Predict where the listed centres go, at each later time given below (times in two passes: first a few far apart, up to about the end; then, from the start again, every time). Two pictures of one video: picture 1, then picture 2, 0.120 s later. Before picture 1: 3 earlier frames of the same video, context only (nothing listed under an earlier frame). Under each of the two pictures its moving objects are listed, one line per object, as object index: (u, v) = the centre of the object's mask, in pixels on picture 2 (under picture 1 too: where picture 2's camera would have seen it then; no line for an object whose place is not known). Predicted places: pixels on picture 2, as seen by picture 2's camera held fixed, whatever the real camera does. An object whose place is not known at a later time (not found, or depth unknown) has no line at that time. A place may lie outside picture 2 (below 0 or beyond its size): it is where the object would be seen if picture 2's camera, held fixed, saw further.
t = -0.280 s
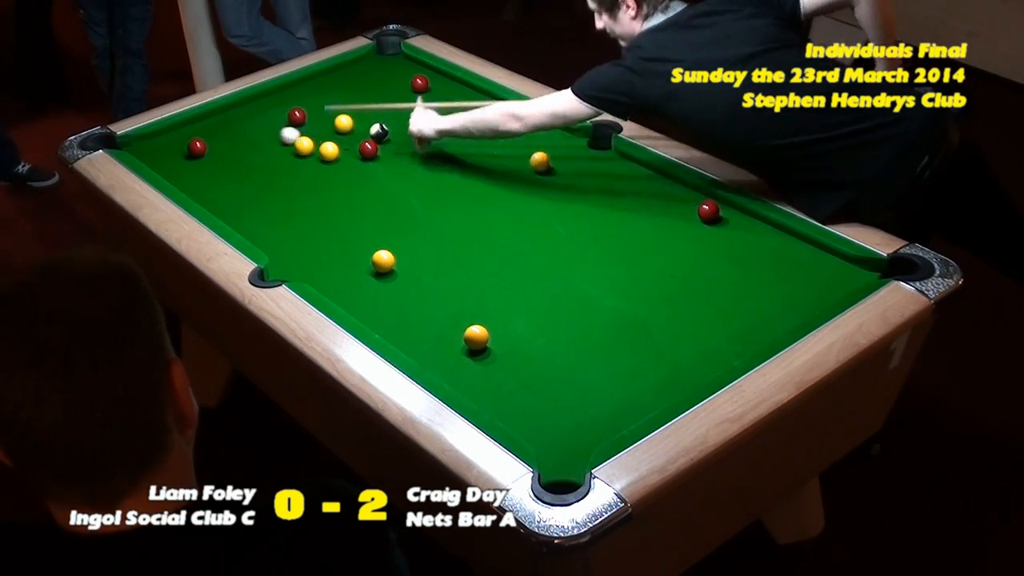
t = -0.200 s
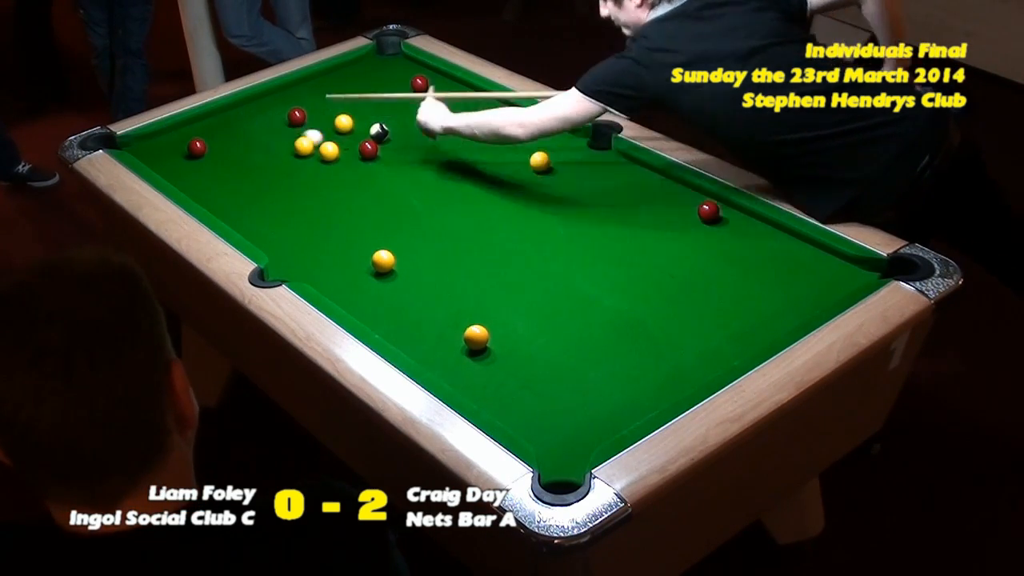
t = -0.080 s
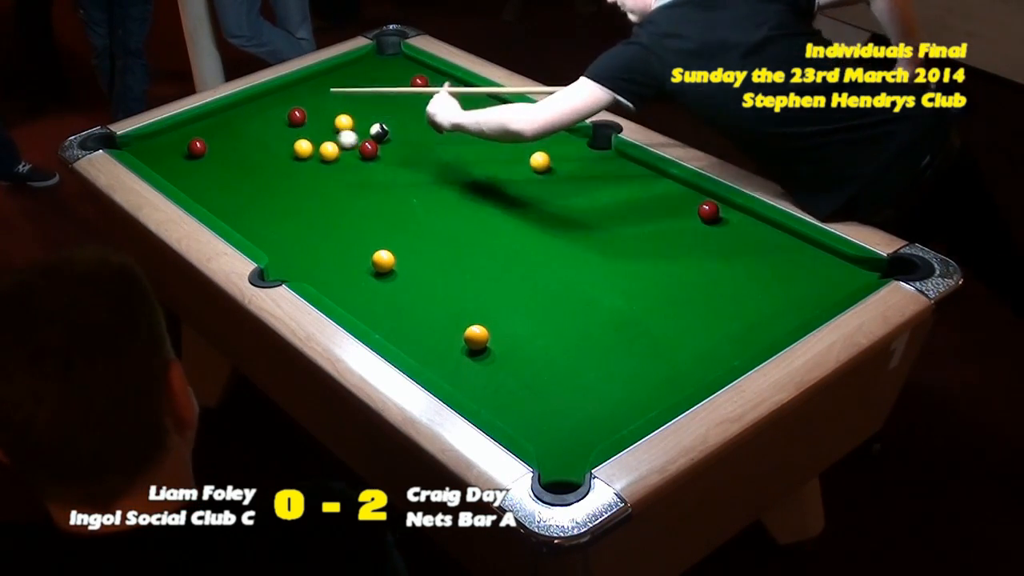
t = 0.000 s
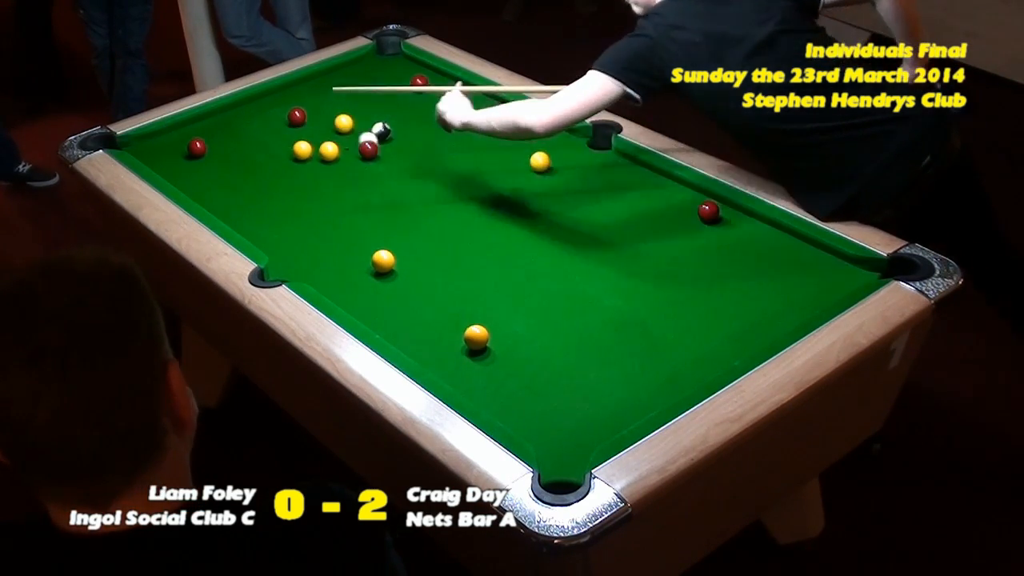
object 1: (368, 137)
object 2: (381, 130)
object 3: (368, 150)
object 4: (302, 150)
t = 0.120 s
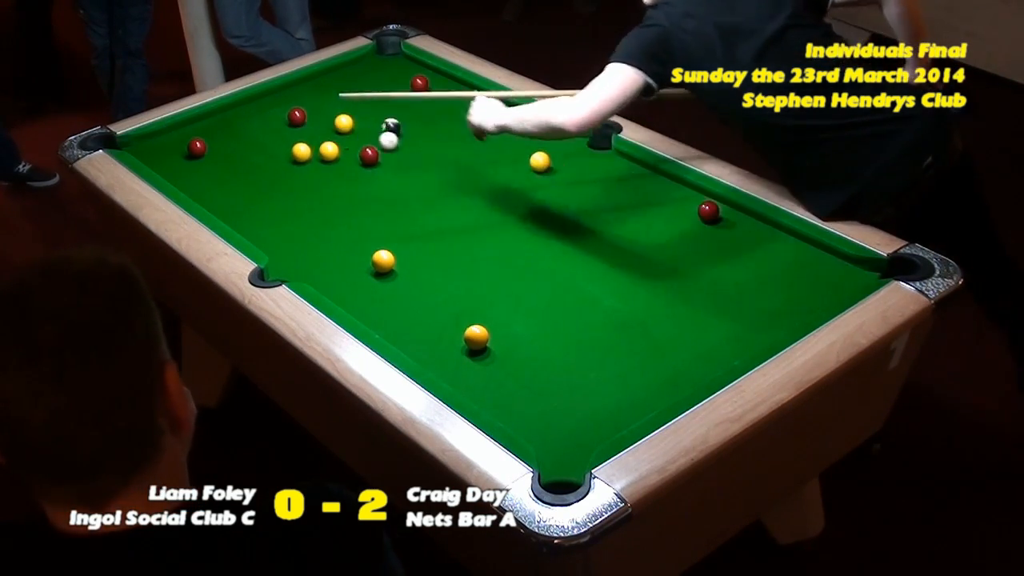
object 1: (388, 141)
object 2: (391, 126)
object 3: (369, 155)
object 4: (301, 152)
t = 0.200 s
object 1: (402, 140)
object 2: (397, 124)
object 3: (369, 159)
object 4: (301, 153)
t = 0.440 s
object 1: (440, 139)
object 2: (414, 118)
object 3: (371, 169)
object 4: (299, 156)
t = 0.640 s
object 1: (471, 138)
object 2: (426, 113)
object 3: (372, 178)
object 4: (297, 158)
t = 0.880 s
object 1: (506, 137)
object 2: (440, 108)
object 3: (374, 187)
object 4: (296, 160)
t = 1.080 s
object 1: (534, 136)
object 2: (450, 104)
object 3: (375, 195)
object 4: (296, 160)
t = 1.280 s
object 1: (560, 135)
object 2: (460, 100)
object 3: (376, 201)
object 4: (296, 160)
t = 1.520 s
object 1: (589, 135)
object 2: (469, 97)
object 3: (378, 209)
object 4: (296, 160)
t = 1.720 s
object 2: (475, 94)
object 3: (379, 214)
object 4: (296, 160)
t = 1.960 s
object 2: (477, 93)
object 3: (380, 219)
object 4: (296, 160)
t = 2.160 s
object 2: (475, 94)
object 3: (381, 223)
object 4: (296, 160)
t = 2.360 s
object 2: (473, 95)
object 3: (382, 226)
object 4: (296, 160)
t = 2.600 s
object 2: (472, 95)
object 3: (384, 227)
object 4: (296, 160)
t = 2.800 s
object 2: (473, 95)
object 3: (384, 229)
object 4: (296, 160)
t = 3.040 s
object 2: (473, 95)
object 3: (384, 229)
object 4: (296, 160)
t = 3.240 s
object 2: (473, 95)
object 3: (383, 228)
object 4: (296, 160)
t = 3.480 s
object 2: (473, 95)
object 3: (383, 228)
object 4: (296, 160)
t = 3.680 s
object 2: (473, 95)
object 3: (383, 228)
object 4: (296, 160)
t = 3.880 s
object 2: (473, 95)
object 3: (384, 228)
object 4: (296, 160)
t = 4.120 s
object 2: (473, 95)
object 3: (383, 228)
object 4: (296, 160)
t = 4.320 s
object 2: (473, 95)
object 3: (383, 228)
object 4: (296, 160)
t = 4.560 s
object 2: (473, 95)
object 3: (383, 229)
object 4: (296, 160)
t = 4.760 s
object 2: (473, 95)
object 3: (383, 228)
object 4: (296, 160)
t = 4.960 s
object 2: (473, 95)
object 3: (383, 228)
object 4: (296, 160)
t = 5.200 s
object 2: (473, 95)
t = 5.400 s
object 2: (473, 95)
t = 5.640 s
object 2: (473, 95)
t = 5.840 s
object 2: (473, 95)
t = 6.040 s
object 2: (473, 95)
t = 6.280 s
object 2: (473, 95)
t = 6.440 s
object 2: (473, 95)
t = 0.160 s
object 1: (395, 140)
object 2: (394, 125)
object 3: (369, 157)
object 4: (301, 153)
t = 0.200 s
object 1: (402, 140)
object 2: (397, 124)
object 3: (369, 159)
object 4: (301, 153)
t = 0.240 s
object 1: (408, 140)
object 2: (399, 124)
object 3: (370, 161)
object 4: (300, 154)
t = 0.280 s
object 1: (415, 140)
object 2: (402, 123)
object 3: (370, 163)
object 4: (300, 154)
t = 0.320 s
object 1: (421, 139)
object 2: (405, 121)
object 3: (370, 165)
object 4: (300, 155)
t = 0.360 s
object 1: (428, 139)
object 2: (408, 120)
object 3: (370, 166)
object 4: (299, 155)
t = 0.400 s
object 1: (434, 139)
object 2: (411, 119)
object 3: (370, 168)
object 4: (299, 156)
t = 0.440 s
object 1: (440, 139)
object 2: (414, 118)
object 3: (371, 169)
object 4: (299, 156)
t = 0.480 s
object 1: (447, 139)
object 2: (417, 117)
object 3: (371, 171)
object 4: (299, 157)
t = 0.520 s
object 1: (453, 139)
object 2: (419, 117)
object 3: (372, 173)
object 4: (298, 157)
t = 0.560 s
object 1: (459, 138)
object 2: (422, 115)
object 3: (372, 175)
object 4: (298, 158)
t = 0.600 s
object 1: (465, 138)
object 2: (424, 114)
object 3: (372, 176)
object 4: (298, 158)
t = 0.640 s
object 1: (471, 138)
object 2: (426, 113)
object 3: (372, 178)
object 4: (297, 158)
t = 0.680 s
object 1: (477, 138)
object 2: (428, 112)
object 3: (372, 179)
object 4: (297, 159)
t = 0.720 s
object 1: (483, 138)
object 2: (431, 111)
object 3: (373, 181)
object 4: (297, 159)
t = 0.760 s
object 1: (489, 138)
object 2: (433, 110)
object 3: (373, 183)
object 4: (297, 159)
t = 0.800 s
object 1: (495, 138)
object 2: (435, 110)
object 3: (373, 184)
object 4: (297, 159)
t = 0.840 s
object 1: (500, 138)
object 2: (438, 109)
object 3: (374, 186)
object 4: (296, 160)
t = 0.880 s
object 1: (506, 137)
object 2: (440, 108)
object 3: (374, 187)
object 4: (296, 160)
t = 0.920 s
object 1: (512, 137)
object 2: (442, 107)
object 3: (374, 189)
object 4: (296, 160)
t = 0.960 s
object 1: (517, 137)
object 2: (444, 106)
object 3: (374, 190)
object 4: (296, 160)
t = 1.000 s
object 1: (523, 137)
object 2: (446, 106)
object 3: (375, 192)
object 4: (296, 160)
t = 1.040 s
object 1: (528, 136)
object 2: (448, 105)
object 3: (375, 193)
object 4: (296, 160)
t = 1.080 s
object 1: (534, 136)
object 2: (450, 104)
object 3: (375, 195)
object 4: (296, 160)
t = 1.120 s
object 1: (539, 136)
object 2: (452, 103)
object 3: (375, 196)
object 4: (296, 160)
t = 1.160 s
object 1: (544, 136)
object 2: (454, 102)
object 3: (376, 197)
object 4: (296, 160)
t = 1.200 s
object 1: (550, 136)
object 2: (456, 102)
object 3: (376, 199)
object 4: (296, 160)
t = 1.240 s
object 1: (555, 135)
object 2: (458, 101)
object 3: (376, 200)
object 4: (296, 160)
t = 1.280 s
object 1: (560, 135)
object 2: (460, 100)
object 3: (376, 201)
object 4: (296, 160)
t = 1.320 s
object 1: (565, 135)
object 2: (462, 100)
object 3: (377, 202)
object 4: (296, 160)
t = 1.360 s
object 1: (570, 135)
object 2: (464, 100)
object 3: (377, 204)
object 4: (296, 160)
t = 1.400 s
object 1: (575, 134)
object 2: (465, 99)
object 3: (377, 205)
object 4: (296, 160)
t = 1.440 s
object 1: (579, 134)
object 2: (466, 98)
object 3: (377, 206)
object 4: (296, 160)
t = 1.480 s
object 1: (584, 134)
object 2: (468, 98)
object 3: (378, 207)
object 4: (296, 160)
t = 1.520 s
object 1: (589, 135)
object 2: (469, 97)
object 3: (378, 209)
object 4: (296, 160)
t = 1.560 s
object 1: (595, 139)
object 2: (470, 97)
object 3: (378, 210)
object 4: (296, 160)
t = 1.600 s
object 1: (601, 147)
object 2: (471, 96)
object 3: (378, 211)
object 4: (296, 160)
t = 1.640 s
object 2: (473, 95)
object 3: (378, 212)
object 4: (296, 160)
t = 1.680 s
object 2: (474, 95)
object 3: (379, 213)
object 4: (296, 160)
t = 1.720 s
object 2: (475, 94)
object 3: (379, 214)
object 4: (296, 160)
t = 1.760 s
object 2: (476, 94)
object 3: (379, 215)
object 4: (296, 160)
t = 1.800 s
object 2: (477, 93)
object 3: (379, 216)
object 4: (296, 160)
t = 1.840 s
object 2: (478, 93)
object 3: (379, 217)
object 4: (296, 160)
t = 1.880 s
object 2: (479, 93)
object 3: (380, 217)
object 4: (296, 160)
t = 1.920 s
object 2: (478, 93)
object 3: (380, 219)
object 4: (296, 160)
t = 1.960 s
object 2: (477, 93)
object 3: (380, 219)
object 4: (296, 160)
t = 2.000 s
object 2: (477, 94)
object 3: (380, 220)
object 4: (296, 160)
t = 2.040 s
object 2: (476, 94)
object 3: (380, 221)
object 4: (296, 160)
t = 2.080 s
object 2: (475, 94)
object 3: (381, 221)
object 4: (296, 160)
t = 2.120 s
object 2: (475, 94)
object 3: (381, 222)
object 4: (296, 160)
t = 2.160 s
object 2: (475, 94)
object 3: (381, 223)
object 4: (296, 160)
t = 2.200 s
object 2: (474, 95)
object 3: (381, 224)
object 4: (296, 160)
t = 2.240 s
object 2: (474, 95)
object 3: (382, 224)
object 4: (296, 160)
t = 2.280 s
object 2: (474, 95)
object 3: (382, 225)
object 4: (296, 160)
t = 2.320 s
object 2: (473, 95)
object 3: (382, 225)
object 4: (296, 160)
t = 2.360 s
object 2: (473, 95)
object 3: (382, 226)
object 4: (296, 160)
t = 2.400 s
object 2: (473, 95)
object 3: (383, 226)
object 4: (296, 160)
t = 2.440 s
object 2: (473, 95)
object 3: (383, 226)
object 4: (296, 160)
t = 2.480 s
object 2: (472, 95)
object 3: (383, 227)
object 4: (296, 160)
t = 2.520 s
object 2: (472, 95)
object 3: (383, 227)
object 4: (296, 160)
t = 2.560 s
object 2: (472, 95)
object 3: (383, 227)
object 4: (296, 160)
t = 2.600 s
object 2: (472, 95)
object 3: (384, 227)
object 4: (296, 160)
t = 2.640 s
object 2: (472, 95)
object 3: (384, 228)
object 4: (296, 160)
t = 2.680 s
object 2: (472, 95)
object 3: (384, 228)
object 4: (296, 160)
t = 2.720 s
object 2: (472, 95)
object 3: (384, 228)
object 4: (296, 160)
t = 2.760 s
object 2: (473, 95)
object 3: (384, 228)
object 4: (296, 160)
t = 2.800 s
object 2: (473, 95)
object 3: (384, 229)
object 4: (296, 160)
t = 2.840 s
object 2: (473, 95)
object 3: (384, 229)
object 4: (296, 160)
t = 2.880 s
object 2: (473, 95)
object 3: (384, 229)
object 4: (296, 160)
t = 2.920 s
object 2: (473, 95)
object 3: (384, 229)
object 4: (296, 160)
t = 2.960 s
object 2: (473, 95)
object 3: (384, 229)
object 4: (296, 160)
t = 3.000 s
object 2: (473, 95)
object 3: (384, 229)
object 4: (296, 160)
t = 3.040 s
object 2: (473, 95)
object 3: (384, 229)
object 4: (296, 160)
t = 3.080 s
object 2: (473, 95)
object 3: (384, 228)
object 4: (296, 160)
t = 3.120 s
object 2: (473, 95)
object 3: (384, 229)
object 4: (296, 160)
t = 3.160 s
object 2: (473, 95)
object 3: (384, 228)
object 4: (296, 160)
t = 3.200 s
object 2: (473, 95)
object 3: (384, 228)
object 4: (296, 160)
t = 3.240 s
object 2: (473, 95)
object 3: (383, 228)
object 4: (296, 160)
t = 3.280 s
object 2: (473, 95)
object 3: (383, 228)
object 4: (296, 160)
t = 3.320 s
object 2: (473, 95)
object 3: (383, 228)
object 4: (296, 160)
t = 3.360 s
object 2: (473, 95)
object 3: (384, 228)
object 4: (296, 160)
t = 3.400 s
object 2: (473, 95)
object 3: (383, 228)
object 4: (296, 160)
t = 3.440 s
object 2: (473, 95)
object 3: (383, 229)
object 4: (296, 160)
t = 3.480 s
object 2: (473, 95)
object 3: (383, 228)
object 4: (296, 160)
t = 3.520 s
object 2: (473, 95)
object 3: (383, 228)
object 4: (296, 160)
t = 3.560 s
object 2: (473, 95)
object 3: (383, 228)
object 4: (296, 160)
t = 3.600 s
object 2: (473, 95)
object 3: (383, 228)
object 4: (296, 160)
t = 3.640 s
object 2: (473, 95)
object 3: (383, 228)
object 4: (296, 160)
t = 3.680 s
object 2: (473, 95)
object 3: (383, 228)
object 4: (296, 160)
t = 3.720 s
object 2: (473, 95)
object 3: (384, 228)
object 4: (296, 160)
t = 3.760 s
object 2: (473, 95)
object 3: (384, 229)
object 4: (296, 160)
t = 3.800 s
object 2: (473, 95)
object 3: (383, 228)
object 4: (296, 160)
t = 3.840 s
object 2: (473, 95)
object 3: (384, 228)
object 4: (296, 160)
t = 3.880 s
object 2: (473, 95)
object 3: (384, 228)
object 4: (296, 160)
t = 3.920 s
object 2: (473, 95)
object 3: (384, 229)
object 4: (296, 160)
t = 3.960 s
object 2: (473, 95)
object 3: (383, 229)
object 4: (296, 160)
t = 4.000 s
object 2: (473, 95)
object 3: (383, 228)
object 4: (296, 160)
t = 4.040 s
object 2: (473, 95)
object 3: (384, 228)
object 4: (296, 160)
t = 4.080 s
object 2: (473, 95)
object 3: (383, 228)
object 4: (296, 160)
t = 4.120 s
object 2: (473, 95)
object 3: (383, 228)
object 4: (296, 160)
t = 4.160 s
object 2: (473, 95)
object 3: (383, 228)
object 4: (296, 160)
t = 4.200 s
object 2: (473, 95)
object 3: (383, 228)
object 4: (296, 160)
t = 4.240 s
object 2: (473, 95)
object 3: (383, 229)
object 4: (296, 160)
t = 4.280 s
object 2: (473, 95)
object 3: (383, 228)
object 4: (296, 160)
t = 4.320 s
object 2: (473, 95)
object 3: (383, 228)
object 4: (296, 160)
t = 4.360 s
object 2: (473, 95)
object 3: (383, 228)
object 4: (296, 160)
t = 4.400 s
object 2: (473, 95)
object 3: (383, 229)
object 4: (296, 160)
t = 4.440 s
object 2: (473, 95)
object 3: (383, 229)
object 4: (296, 160)
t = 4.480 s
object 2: (473, 95)
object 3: (383, 228)
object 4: (296, 160)
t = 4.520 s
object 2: (473, 95)
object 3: (383, 228)
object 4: (296, 160)
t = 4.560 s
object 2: (473, 95)
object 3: (383, 229)
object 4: (296, 160)
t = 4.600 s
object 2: (473, 95)
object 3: (383, 228)
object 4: (296, 160)
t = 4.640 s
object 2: (473, 95)
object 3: (383, 229)
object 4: (296, 160)
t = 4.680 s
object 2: (473, 95)
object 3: (383, 229)
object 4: (296, 160)
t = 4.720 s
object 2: (473, 95)
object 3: (383, 228)
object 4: (296, 160)
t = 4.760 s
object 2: (473, 95)
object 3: (383, 228)
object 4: (296, 160)
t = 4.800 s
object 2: (473, 95)
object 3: (383, 229)
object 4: (296, 160)
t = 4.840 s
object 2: (473, 95)
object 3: (383, 228)
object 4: (296, 160)
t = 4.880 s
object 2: (473, 95)
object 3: (383, 229)
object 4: (296, 160)
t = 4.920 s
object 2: (473, 95)
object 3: (383, 229)
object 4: (296, 160)
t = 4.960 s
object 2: (473, 95)
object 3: (383, 228)
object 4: (296, 160)
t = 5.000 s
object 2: (473, 95)
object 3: (383, 228)
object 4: (296, 160)
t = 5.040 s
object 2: (473, 95)
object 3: (383, 228)
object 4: (296, 160)
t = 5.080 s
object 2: (473, 95)
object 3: (383, 228)
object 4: (296, 160)
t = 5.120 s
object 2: (473, 95)
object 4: (296, 160)
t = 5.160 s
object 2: (473, 95)
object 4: (296, 160)
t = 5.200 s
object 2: (473, 95)
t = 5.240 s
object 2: (473, 95)
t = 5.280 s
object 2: (473, 95)
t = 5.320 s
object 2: (473, 95)
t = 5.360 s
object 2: (473, 95)
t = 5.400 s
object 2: (473, 95)
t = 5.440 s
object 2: (473, 95)
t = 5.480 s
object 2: (473, 95)
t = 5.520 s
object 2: (473, 95)
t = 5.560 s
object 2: (473, 95)
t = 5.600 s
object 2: (473, 95)
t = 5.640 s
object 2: (473, 95)
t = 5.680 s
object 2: (473, 95)
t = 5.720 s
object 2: (473, 95)
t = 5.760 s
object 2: (473, 95)
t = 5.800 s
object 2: (473, 95)
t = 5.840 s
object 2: (473, 95)
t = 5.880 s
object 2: (473, 95)
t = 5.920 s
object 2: (473, 94)
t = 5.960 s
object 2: (473, 94)
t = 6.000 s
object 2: (473, 95)
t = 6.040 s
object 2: (473, 95)
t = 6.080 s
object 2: (473, 95)
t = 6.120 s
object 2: (473, 95)
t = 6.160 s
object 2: (473, 95)
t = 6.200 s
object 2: (473, 95)
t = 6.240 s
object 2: (473, 95)
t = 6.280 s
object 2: (473, 95)
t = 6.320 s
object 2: (473, 95)
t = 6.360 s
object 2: (473, 95)
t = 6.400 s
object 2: (473, 95)
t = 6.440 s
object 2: (473, 95)
